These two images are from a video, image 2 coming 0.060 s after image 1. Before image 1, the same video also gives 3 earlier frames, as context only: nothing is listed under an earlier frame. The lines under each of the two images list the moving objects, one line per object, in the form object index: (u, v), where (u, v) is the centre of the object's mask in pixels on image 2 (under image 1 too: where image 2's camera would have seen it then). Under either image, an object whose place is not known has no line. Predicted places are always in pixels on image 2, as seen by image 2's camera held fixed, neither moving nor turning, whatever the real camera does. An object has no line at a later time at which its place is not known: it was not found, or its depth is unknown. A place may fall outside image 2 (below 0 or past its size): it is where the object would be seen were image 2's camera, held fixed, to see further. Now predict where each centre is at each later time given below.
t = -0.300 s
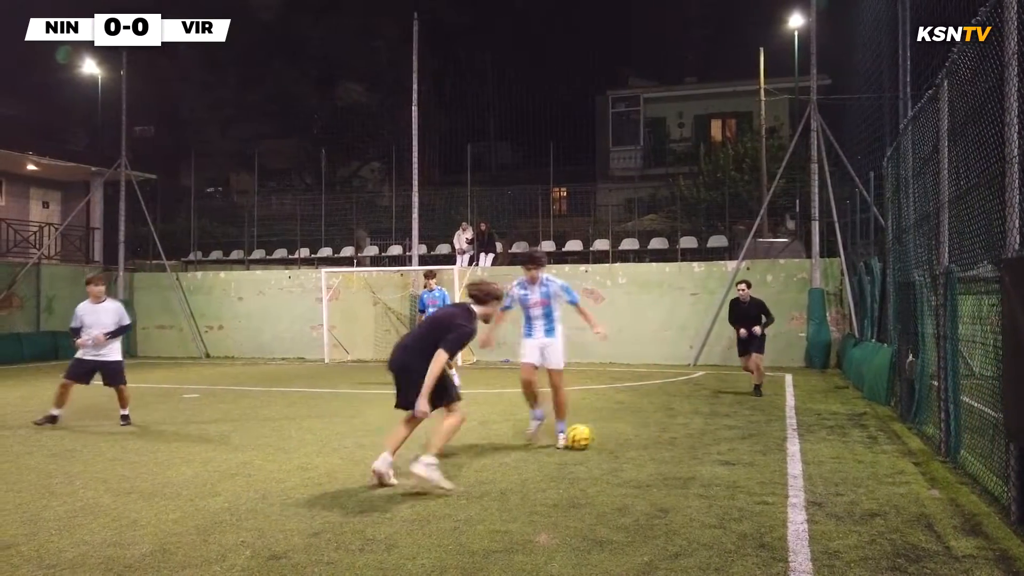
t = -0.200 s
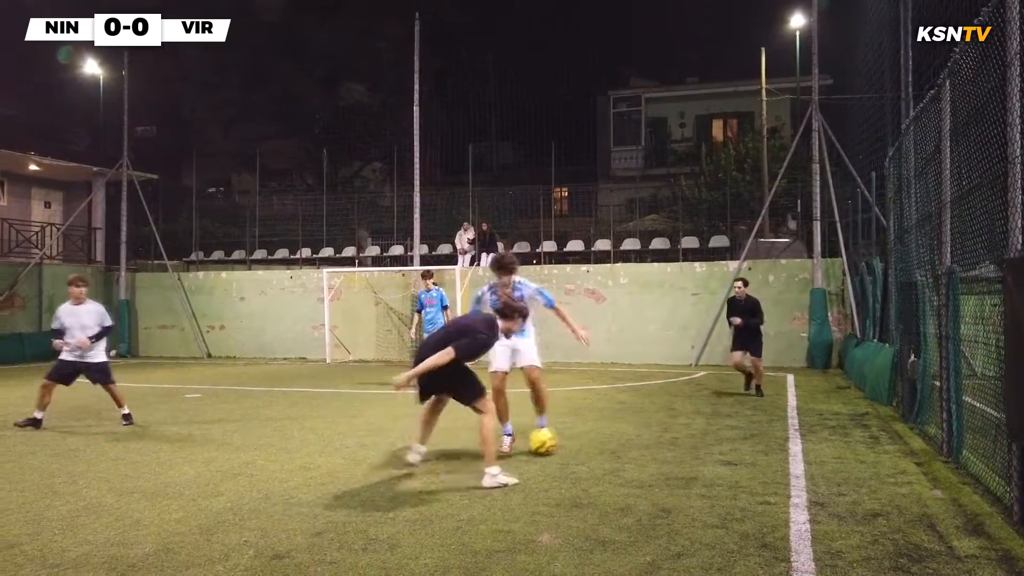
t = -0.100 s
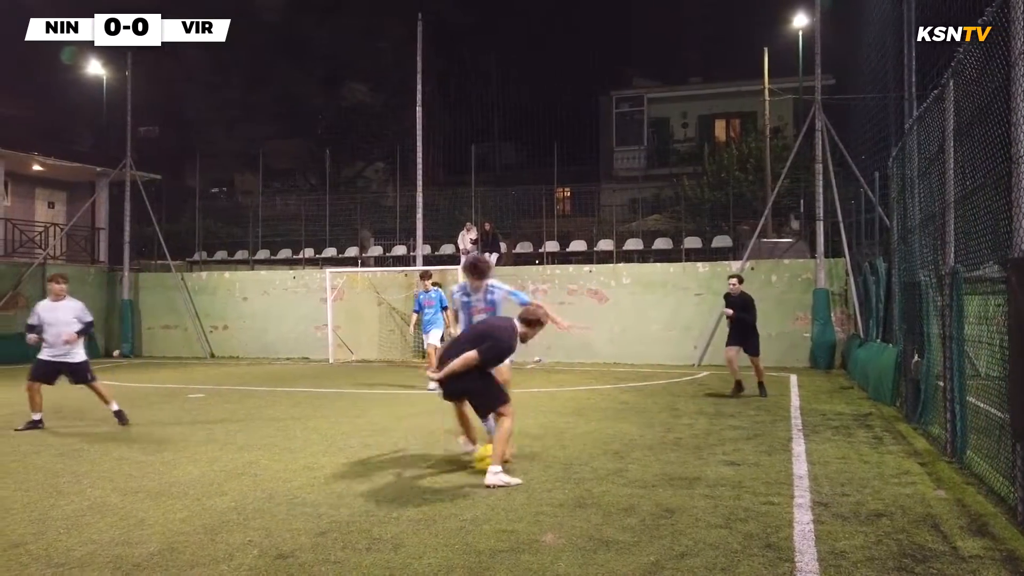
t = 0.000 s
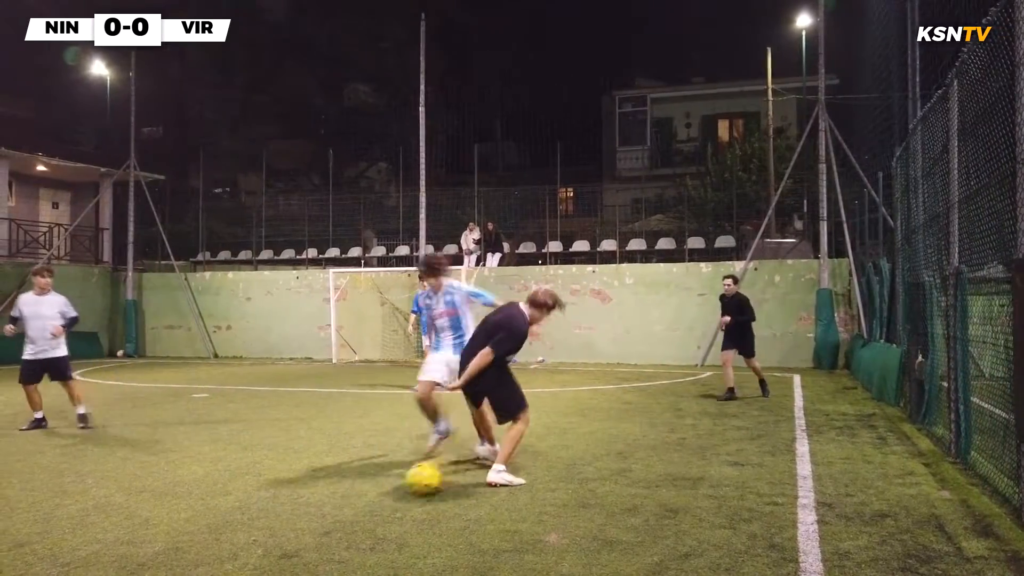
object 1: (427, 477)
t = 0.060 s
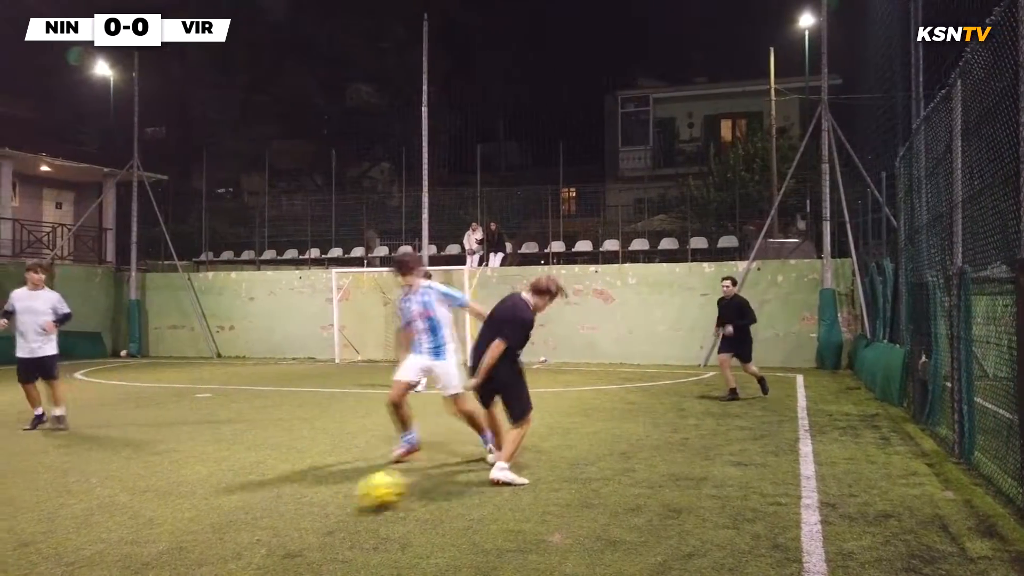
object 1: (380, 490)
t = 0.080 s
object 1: (364, 495)
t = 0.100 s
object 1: (344, 502)
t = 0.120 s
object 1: (327, 506)
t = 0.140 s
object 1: (305, 513)
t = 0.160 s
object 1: (287, 517)
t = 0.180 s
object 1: (265, 522)
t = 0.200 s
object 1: (240, 529)
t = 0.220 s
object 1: (219, 536)
